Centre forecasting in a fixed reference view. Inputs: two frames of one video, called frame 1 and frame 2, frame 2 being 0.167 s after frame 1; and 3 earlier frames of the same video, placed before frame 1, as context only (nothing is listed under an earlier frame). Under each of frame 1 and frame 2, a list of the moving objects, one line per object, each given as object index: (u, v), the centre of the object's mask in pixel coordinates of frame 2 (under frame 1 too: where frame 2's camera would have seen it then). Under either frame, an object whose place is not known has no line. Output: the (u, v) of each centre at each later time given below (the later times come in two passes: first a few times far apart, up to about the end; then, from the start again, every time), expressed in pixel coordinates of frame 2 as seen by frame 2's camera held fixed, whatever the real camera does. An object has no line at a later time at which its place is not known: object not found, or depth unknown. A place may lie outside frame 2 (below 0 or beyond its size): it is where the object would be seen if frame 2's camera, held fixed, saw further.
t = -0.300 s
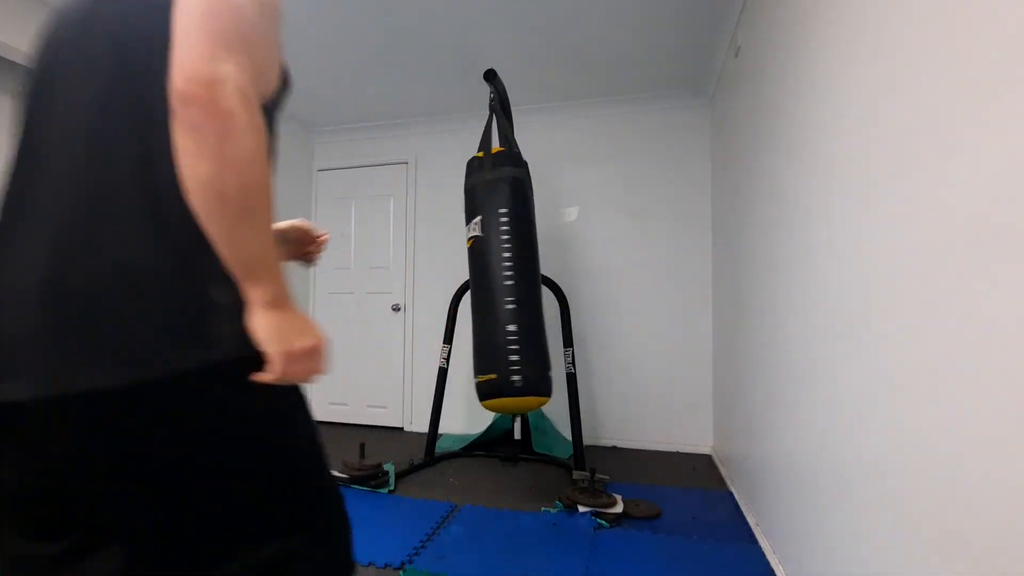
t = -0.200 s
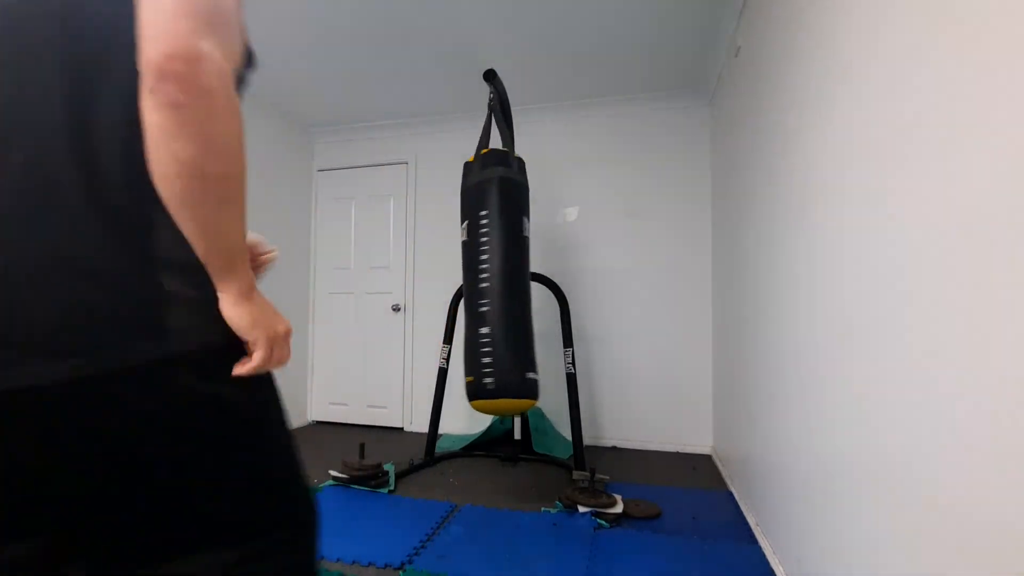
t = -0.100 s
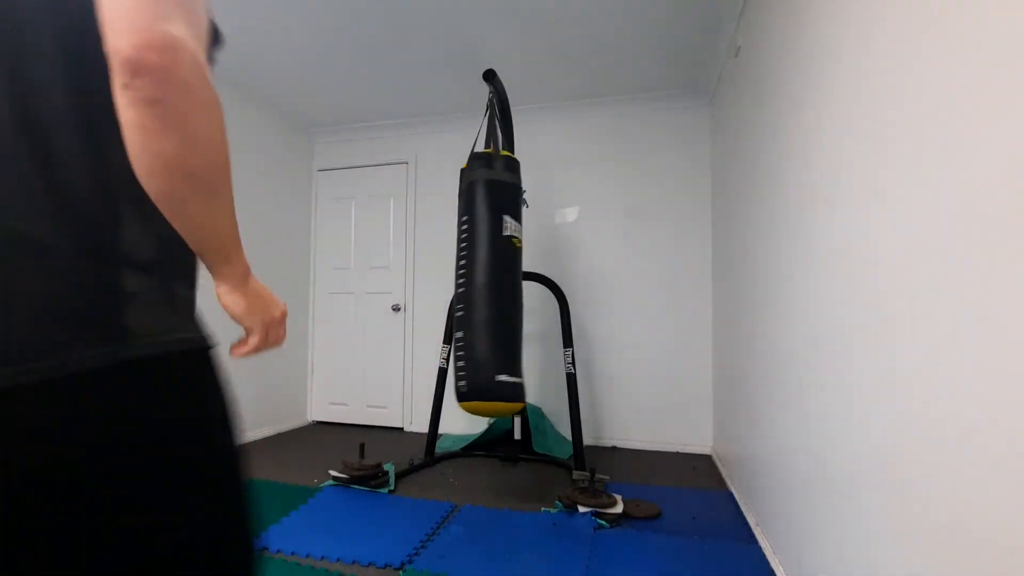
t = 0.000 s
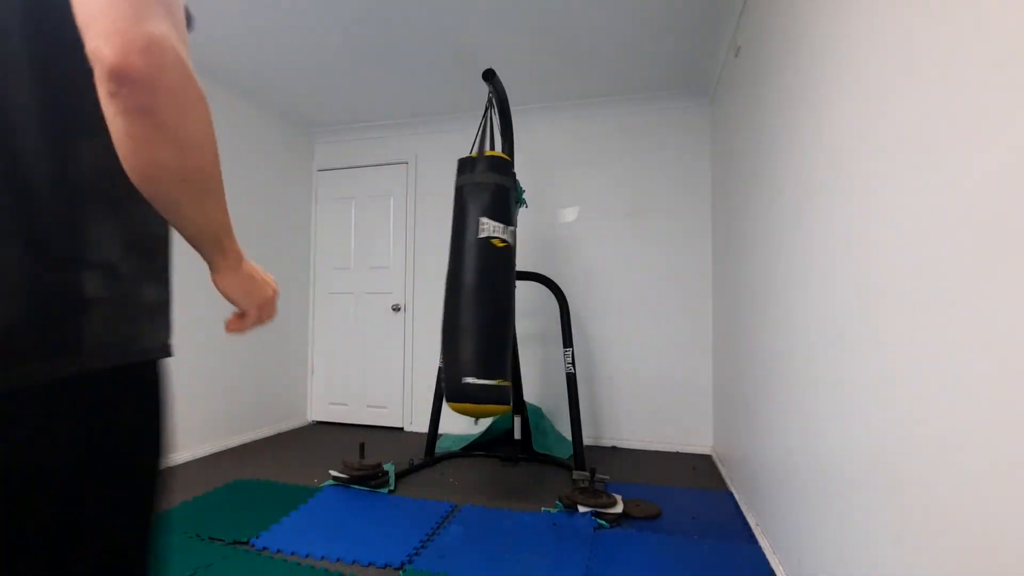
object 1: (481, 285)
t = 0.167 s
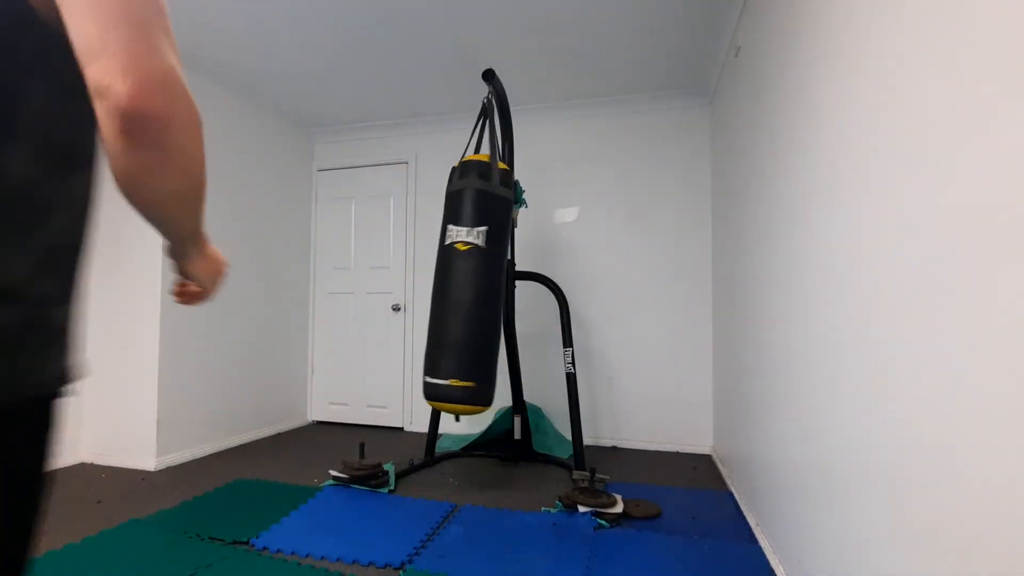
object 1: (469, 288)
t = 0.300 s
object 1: (464, 283)
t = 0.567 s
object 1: (467, 266)
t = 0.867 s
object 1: (481, 266)
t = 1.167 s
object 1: (500, 286)
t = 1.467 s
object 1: (516, 286)
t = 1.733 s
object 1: (516, 285)
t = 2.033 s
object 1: (498, 282)
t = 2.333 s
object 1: (477, 282)
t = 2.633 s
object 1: (467, 282)
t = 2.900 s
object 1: (473, 275)
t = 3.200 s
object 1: (488, 276)
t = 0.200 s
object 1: (468, 283)
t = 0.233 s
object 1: (466, 288)
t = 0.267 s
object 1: (465, 282)
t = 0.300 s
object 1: (464, 283)
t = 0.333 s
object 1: (464, 280)
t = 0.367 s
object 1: (464, 278)
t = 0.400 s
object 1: (464, 276)
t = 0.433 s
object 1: (464, 274)
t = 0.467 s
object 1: (465, 269)
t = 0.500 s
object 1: (466, 268)
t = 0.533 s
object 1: (467, 267)
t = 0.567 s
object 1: (467, 266)
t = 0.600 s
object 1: (469, 265)
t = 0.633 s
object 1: (470, 265)
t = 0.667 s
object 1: (471, 265)
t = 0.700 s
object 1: (472, 265)
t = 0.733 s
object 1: (474, 265)
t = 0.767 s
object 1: (475, 265)
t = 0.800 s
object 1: (477, 265)
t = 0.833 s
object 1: (479, 266)
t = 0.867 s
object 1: (481, 266)
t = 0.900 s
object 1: (483, 266)
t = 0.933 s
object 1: (485, 269)
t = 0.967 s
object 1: (487, 267)
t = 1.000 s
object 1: (489, 267)
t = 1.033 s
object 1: (491, 268)
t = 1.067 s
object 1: (493, 273)
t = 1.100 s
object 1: (495, 275)
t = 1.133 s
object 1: (498, 285)
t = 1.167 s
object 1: (500, 286)
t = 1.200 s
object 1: (502, 285)
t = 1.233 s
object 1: (505, 288)
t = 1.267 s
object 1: (507, 288)
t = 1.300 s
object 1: (509, 287)
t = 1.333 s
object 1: (510, 287)
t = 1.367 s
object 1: (512, 286)
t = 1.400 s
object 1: (513, 286)
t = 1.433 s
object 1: (515, 286)
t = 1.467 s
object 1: (516, 286)
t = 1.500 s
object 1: (516, 286)
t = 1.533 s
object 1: (517, 284)
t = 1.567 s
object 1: (518, 286)
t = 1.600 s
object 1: (518, 285)
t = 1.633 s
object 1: (518, 285)
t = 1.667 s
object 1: (517, 285)
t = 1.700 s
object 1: (517, 285)
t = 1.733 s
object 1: (516, 285)
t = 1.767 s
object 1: (515, 288)
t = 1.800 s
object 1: (514, 288)
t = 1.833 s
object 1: (512, 284)
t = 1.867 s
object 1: (510, 285)
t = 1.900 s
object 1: (508, 285)
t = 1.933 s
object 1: (505, 286)
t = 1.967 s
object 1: (503, 286)
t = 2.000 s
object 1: (501, 285)
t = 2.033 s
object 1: (498, 282)
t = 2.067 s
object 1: (495, 282)
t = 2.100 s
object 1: (493, 282)
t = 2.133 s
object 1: (490, 282)
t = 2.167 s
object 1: (488, 282)
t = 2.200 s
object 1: (486, 283)
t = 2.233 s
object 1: (483, 283)
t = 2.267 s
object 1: (481, 283)
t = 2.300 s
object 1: (479, 283)
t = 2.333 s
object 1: (477, 282)
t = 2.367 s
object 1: (475, 282)
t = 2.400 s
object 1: (474, 281)
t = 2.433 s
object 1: (472, 283)
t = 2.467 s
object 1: (471, 282)
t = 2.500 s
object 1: (470, 282)
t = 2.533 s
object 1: (469, 282)
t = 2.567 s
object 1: (468, 281)
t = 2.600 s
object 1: (468, 281)
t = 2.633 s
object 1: (467, 282)
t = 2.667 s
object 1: (467, 280)
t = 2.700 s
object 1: (467, 280)
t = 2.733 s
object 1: (468, 279)
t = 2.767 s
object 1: (468, 279)
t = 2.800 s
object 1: (469, 279)
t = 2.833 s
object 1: (470, 276)
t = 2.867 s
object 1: (471, 276)
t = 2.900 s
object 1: (473, 275)
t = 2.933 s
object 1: (474, 275)
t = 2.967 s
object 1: (476, 270)
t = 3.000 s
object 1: (477, 270)
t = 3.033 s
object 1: (479, 277)
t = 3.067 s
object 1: (481, 277)
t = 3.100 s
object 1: (482, 277)
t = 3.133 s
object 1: (484, 278)
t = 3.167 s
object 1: (486, 279)
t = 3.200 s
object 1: (488, 276)
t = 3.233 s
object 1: (490, 277)
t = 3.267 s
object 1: (492, 277)
